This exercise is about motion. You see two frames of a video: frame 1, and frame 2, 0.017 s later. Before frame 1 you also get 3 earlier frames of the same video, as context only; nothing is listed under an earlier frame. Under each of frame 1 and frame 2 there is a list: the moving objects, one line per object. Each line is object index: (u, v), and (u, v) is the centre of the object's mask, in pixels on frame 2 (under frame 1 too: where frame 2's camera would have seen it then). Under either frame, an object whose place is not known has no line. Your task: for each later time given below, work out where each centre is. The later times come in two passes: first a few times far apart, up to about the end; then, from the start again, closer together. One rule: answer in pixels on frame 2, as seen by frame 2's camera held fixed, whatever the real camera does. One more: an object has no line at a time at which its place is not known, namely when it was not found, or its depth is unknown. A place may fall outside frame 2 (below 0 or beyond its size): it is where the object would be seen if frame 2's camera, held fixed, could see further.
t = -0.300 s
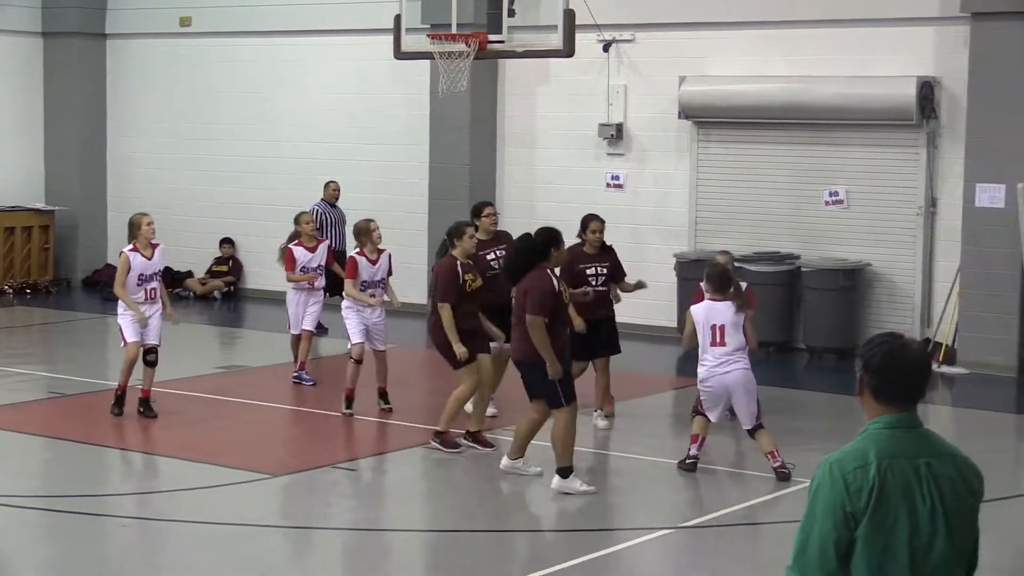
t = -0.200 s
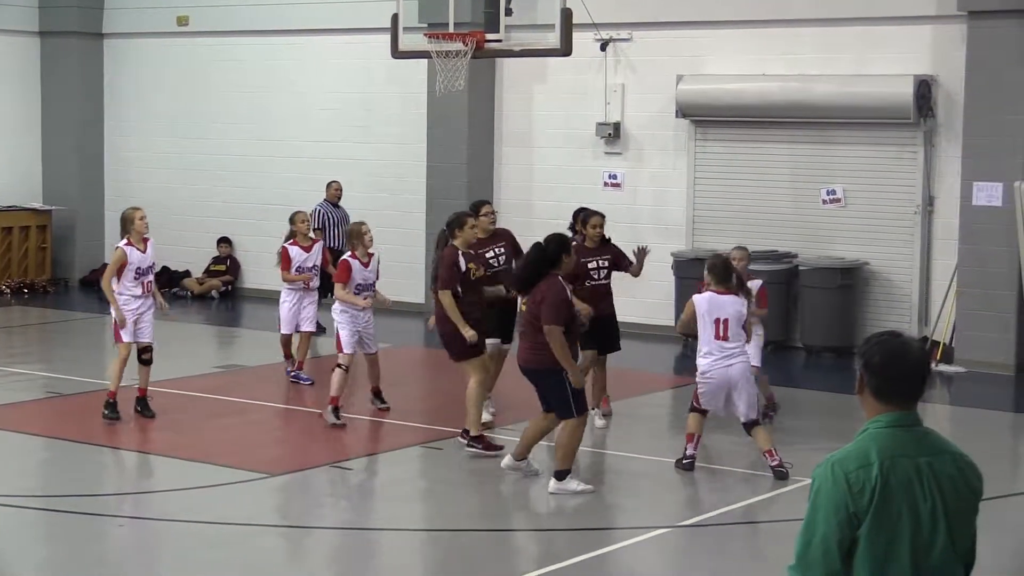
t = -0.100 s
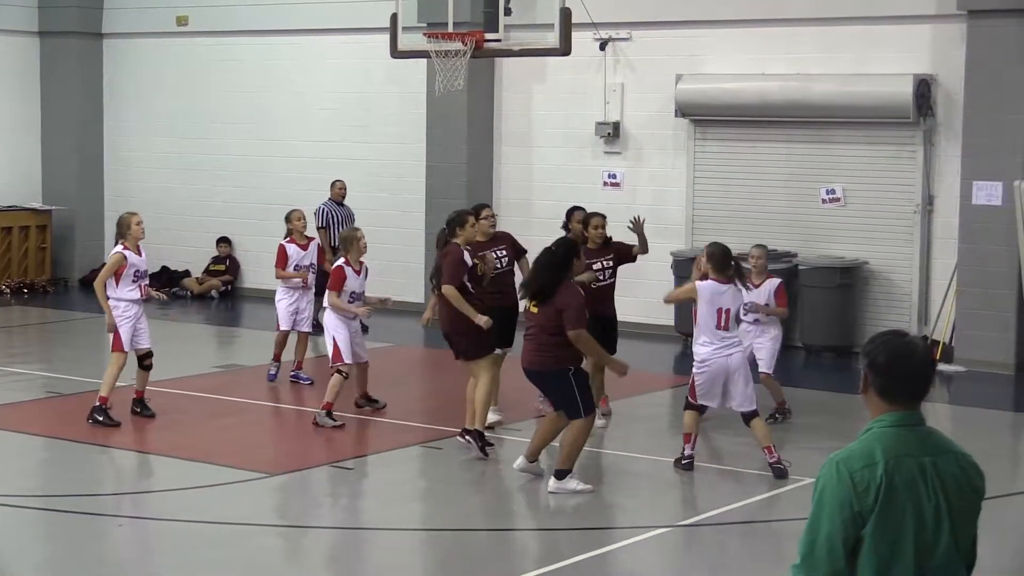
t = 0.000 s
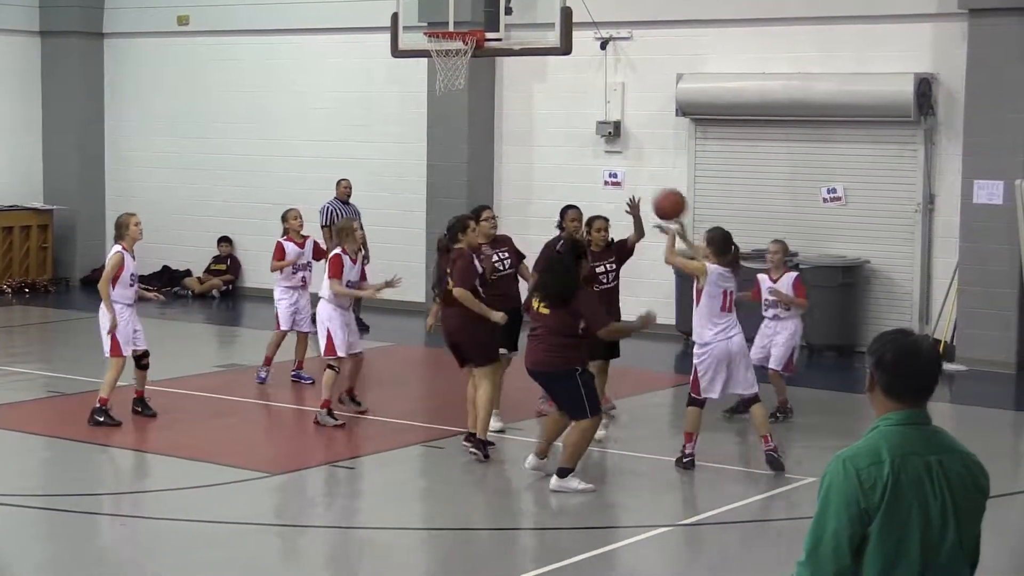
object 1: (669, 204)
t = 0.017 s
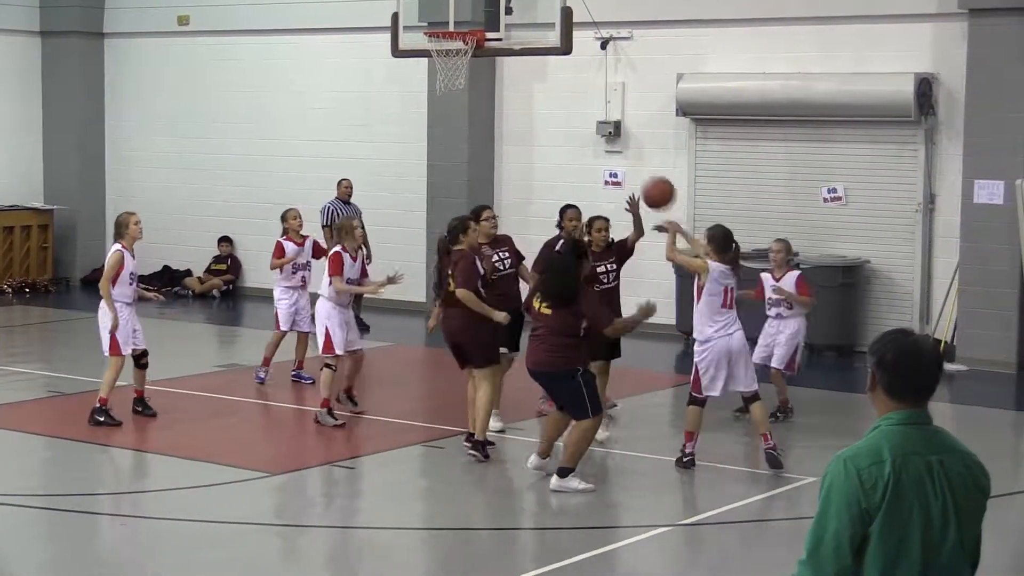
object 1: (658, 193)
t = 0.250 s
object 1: (503, 77)
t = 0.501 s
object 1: (354, 43)
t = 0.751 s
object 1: (220, 86)
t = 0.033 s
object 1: (647, 182)
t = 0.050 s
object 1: (635, 171)
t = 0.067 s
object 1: (624, 161)
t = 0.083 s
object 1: (612, 151)
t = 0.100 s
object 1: (601, 143)
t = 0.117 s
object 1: (590, 134)
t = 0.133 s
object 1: (579, 125)
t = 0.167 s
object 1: (557, 109)
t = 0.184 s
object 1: (546, 102)
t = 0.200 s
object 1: (536, 95)
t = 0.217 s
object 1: (525, 89)
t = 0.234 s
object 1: (514, 83)
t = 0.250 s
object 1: (503, 77)
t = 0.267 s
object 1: (493, 73)
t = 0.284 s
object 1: (482, 68)
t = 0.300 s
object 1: (472, 64)
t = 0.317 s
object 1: (462, 60)
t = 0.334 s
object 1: (451, 56)
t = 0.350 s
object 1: (442, 54)
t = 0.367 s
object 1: (432, 50)
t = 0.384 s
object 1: (422, 48)
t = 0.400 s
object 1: (413, 46)
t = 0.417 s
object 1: (402, 44)
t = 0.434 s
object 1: (393, 44)
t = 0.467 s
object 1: (373, 43)
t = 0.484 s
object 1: (364, 42)
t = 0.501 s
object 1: (354, 43)
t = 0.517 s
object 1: (345, 43)
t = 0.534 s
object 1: (335, 44)
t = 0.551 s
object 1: (326, 45)
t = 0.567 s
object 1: (317, 47)
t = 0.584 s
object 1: (308, 48)
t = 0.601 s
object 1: (299, 51)
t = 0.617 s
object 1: (290, 53)
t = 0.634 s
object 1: (281, 56)
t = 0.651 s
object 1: (272, 59)
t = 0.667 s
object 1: (263, 63)
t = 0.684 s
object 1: (255, 67)
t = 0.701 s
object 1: (246, 71)
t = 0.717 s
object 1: (237, 76)
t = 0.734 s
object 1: (229, 81)
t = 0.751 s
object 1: (220, 86)
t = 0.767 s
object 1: (211, 91)
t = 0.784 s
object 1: (203, 97)
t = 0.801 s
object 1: (194, 103)
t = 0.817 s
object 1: (186, 110)
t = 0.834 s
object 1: (178, 116)
